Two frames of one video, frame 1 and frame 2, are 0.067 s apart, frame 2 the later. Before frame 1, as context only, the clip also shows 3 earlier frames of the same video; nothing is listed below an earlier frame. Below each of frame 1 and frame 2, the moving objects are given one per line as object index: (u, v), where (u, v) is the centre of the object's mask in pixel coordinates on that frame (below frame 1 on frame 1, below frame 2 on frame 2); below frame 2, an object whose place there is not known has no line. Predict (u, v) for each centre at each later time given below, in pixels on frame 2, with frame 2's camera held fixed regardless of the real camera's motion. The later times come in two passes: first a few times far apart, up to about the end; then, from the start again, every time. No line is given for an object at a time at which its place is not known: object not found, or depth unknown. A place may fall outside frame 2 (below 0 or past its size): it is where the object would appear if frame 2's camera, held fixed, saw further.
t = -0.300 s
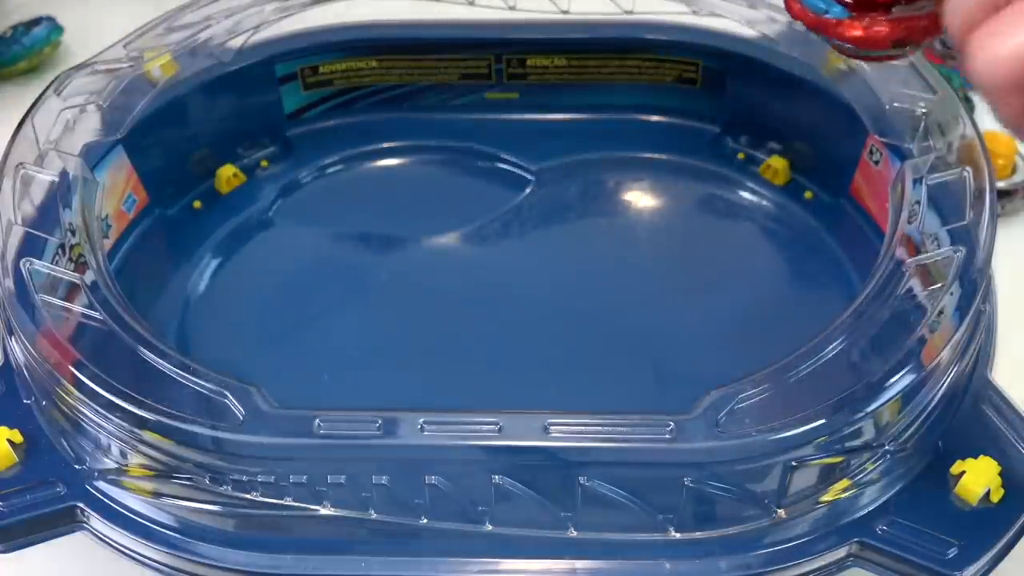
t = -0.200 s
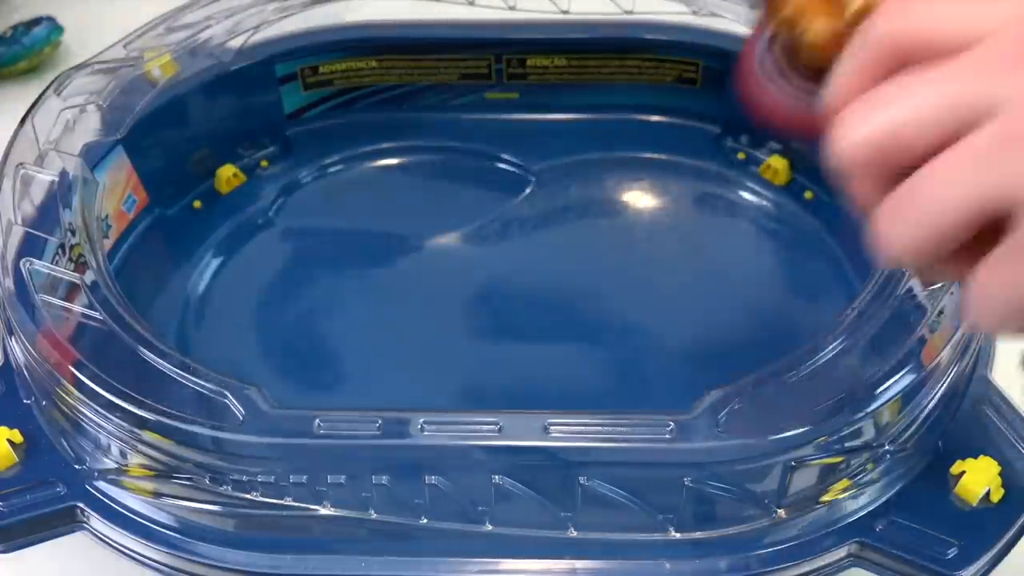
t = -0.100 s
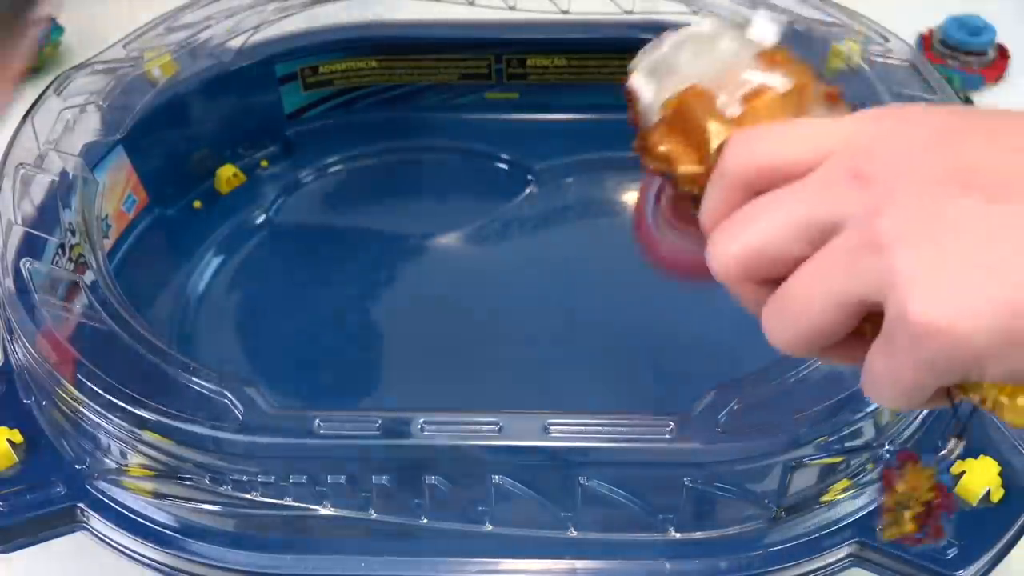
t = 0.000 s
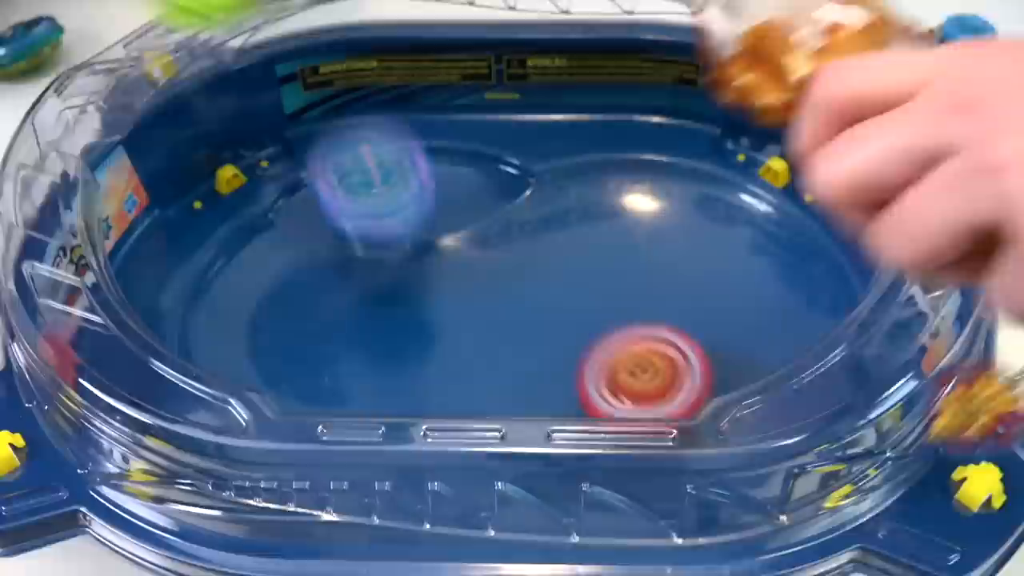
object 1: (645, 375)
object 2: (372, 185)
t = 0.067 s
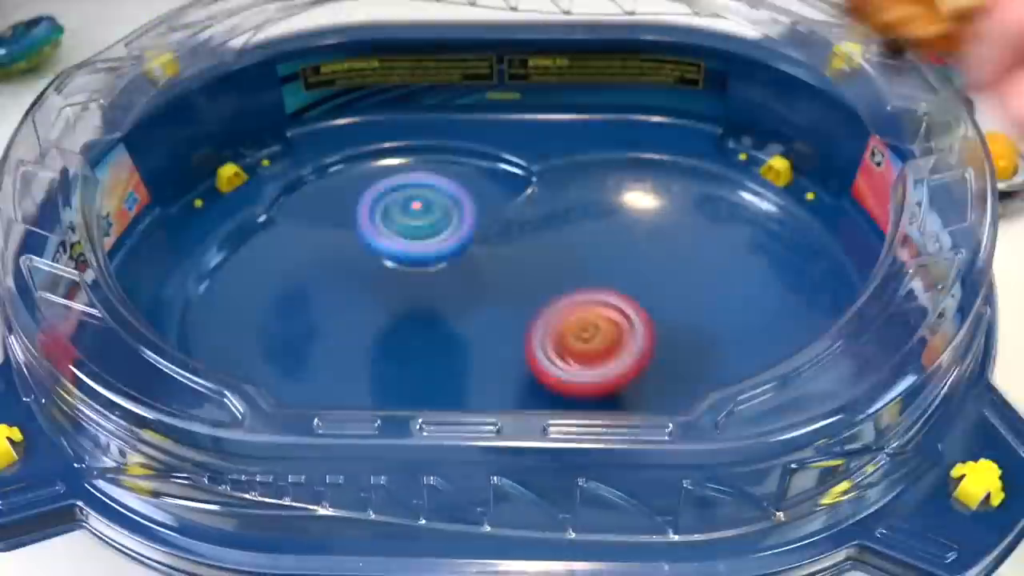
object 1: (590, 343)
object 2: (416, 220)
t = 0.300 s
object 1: (578, 105)
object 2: (528, 379)
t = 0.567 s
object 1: (797, 280)
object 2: (714, 363)
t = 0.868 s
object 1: (658, 425)
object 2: (571, 341)
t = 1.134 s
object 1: (382, 360)
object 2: (383, 179)
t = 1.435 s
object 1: (222, 333)
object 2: (336, 270)
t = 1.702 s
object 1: (189, 398)
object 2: (592, 243)
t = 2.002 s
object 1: (421, 407)
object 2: (689, 297)
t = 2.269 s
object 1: (539, 274)
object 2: (691, 257)
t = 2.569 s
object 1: (601, 262)
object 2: (817, 233)
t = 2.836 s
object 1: (404, 349)
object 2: (724, 335)
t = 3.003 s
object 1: (205, 319)
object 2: (559, 332)
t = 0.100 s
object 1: (565, 321)
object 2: (432, 220)
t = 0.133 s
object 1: (546, 296)
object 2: (454, 240)
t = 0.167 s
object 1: (551, 255)
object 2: (472, 277)
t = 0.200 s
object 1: (528, 216)
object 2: (475, 331)
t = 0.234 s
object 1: (537, 168)
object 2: (486, 358)
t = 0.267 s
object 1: (556, 129)
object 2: (504, 370)
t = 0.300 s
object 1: (578, 105)
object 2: (528, 379)
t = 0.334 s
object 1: (602, 105)
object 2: (556, 382)
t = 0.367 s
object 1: (627, 123)
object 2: (588, 383)
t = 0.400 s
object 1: (651, 143)
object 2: (622, 383)
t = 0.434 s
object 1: (676, 176)
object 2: (651, 376)
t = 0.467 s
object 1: (705, 217)
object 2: (682, 364)
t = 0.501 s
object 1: (736, 258)
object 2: (705, 352)
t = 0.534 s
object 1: (771, 268)
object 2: (711, 357)
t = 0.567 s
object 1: (797, 280)
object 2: (714, 363)
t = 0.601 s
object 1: (805, 291)
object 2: (714, 365)
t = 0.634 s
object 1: (827, 315)
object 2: (703, 370)
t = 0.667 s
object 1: (829, 332)
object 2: (690, 373)
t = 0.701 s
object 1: (819, 351)
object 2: (676, 375)
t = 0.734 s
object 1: (801, 368)
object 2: (657, 373)
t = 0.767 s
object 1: (775, 387)
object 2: (638, 370)
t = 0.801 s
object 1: (744, 406)
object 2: (615, 362)
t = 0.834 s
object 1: (706, 418)
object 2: (590, 351)
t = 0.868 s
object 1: (658, 425)
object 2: (571, 341)
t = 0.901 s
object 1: (619, 427)
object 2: (545, 323)
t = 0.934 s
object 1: (578, 430)
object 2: (516, 300)
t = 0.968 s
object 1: (540, 422)
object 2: (489, 280)
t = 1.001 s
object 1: (505, 403)
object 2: (466, 264)
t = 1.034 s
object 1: (471, 373)
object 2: (445, 252)
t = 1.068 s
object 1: (436, 355)
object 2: (425, 244)
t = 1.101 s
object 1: (406, 341)
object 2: (405, 234)
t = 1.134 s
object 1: (382, 360)
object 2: (383, 179)
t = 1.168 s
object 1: (355, 370)
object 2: (363, 134)
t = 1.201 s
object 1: (315, 392)
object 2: (343, 105)
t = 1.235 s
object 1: (282, 399)
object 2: (325, 103)
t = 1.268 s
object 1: (259, 400)
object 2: (310, 118)
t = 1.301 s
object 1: (239, 397)
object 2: (299, 151)
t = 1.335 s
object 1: (228, 384)
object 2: (305, 186)
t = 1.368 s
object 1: (227, 370)
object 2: (311, 222)
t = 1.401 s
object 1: (240, 343)
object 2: (316, 256)
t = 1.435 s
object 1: (222, 333)
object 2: (336, 270)
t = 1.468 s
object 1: (179, 338)
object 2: (379, 259)
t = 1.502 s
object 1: (161, 336)
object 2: (417, 248)
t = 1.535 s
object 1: (144, 339)
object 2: (453, 238)
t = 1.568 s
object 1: (133, 343)
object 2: (485, 231)
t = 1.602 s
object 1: (144, 351)
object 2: (515, 229)
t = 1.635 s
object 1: (158, 361)
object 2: (542, 231)
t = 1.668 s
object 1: (172, 374)
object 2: (568, 235)
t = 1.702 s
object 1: (189, 398)
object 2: (592, 243)
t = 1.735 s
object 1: (206, 424)
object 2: (614, 250)
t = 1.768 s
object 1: (221, 452)
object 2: (633, 259)
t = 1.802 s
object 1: (251, 464)
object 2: (650, 267)
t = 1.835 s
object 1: (281, 470)
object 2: (664, 275)
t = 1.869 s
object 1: (316, 474)
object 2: (675, 282)
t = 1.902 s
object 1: (354, 458)
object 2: (683, 287)
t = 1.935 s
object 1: (377, 447)
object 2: (687, 292)
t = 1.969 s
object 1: (401, 425)
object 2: (689, 296)
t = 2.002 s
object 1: (421, 407)
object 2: (689, 297)
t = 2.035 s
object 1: (443, 381)
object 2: (686, 298)
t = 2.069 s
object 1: (460, 378)
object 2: (682, 295)
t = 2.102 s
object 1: (475, 373)
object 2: (679, 291)
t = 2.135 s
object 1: (486, 362)
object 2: (675, 286)
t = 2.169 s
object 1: (497, 341)
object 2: (672, 280)
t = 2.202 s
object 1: (517, 315)
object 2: (669, 274)
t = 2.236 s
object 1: (541, 293)
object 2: (666, 267)
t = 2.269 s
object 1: (539, 274)
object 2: (691, 257)
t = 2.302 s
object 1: (531, 258)
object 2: (724, 242)
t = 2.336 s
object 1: (530, 244)
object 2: (748, 229)
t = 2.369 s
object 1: (535, 233)
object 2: (763, 221)
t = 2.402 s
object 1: (548, 226)
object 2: (770, 217)
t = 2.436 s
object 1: (569, 224)
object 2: (770, 217)
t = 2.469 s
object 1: (596, 226)
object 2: (761, 222)
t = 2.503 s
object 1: (630, 231)
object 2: (747, 232)
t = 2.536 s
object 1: (616, 246)
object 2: (785, 233)
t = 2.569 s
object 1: (601, 262)
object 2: (817, 233)
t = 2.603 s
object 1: (586, 282)
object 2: (835, 239)
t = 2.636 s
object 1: (569, 299)
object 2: (840, 246)
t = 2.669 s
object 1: (548, 314)
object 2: (837, 259)
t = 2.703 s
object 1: (525, 326)
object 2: (830, 273)
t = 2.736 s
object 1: (499, 337)
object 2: (816, 287)
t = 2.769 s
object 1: (470, 344)
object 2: (795, 306)
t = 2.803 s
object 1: (438, 348)
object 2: (763, 323)
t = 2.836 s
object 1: (404, 349)
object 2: (724, 335)
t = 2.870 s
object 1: (365, 350)
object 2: (683, 343)
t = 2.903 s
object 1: (323, 352)
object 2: (645, 341)
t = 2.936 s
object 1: (281, 350)
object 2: (611, 337)
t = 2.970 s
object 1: (240, 338)
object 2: (582, 335)
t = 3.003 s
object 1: (205, 319)
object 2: (559, 332)
